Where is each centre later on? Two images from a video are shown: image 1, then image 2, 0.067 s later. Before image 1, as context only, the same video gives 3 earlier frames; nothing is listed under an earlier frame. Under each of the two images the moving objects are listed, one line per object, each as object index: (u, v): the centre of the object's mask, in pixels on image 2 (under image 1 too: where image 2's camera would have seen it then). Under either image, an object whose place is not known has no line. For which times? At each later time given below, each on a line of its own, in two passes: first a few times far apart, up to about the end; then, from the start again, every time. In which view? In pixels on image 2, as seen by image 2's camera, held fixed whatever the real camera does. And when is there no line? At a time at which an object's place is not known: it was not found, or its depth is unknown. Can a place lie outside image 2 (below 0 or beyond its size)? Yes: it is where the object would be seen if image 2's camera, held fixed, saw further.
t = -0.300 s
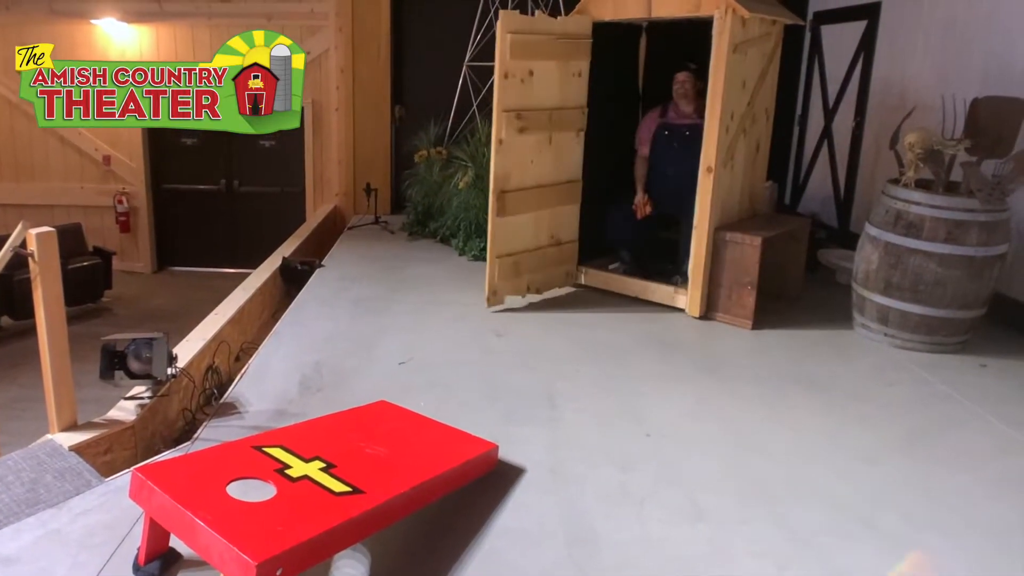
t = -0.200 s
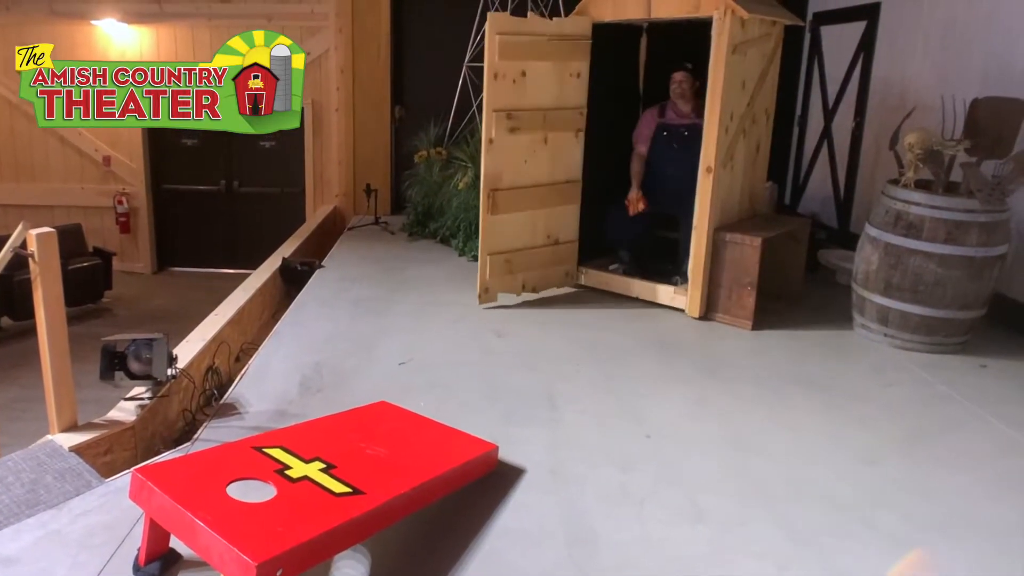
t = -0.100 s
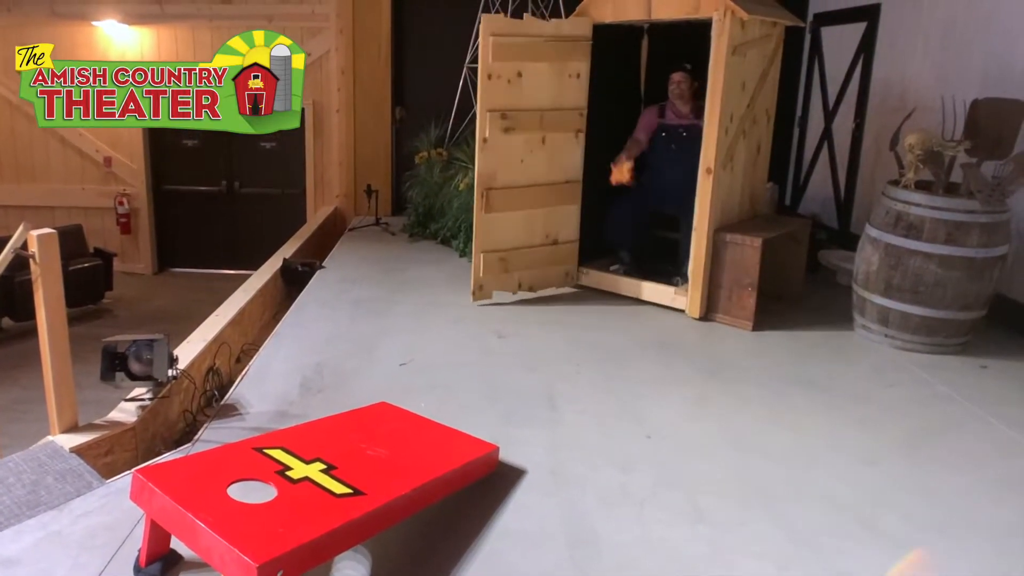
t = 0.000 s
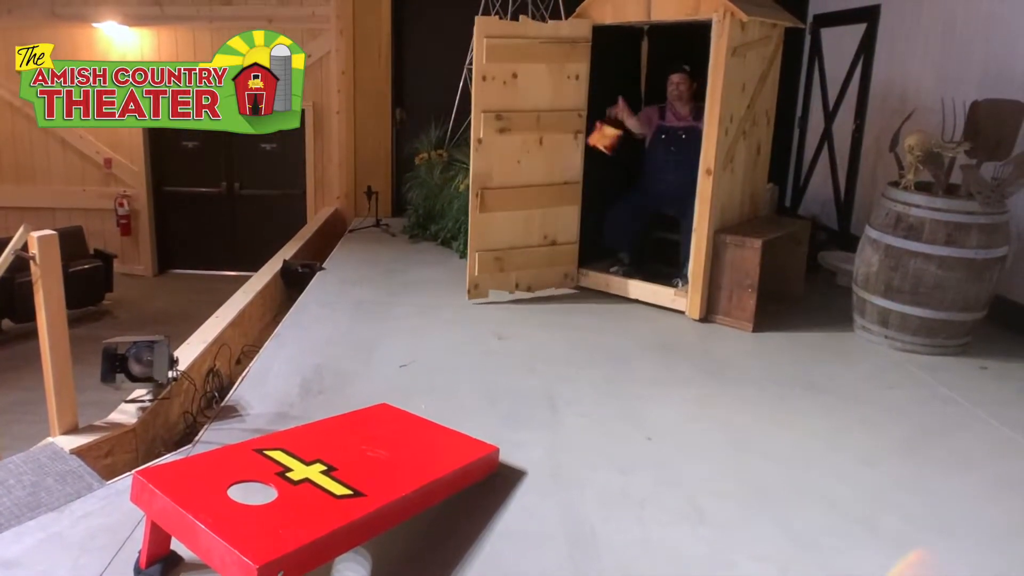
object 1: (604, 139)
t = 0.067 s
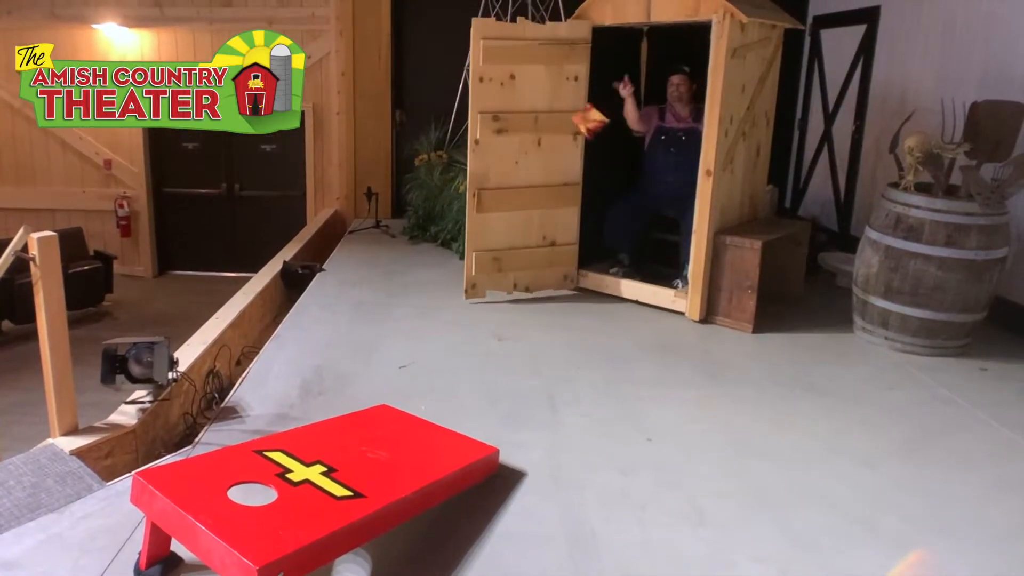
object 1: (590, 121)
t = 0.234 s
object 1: (541, 105)
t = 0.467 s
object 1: (441, 197)
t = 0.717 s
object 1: (299, 479)
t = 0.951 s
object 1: (274, 501)
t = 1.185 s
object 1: (278, 498)
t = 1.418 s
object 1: (269, 495)
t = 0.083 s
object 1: (586, 117)
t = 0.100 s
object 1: (582, 114)
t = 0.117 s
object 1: (578, 111)
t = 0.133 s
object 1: (573, 109)
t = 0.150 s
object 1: (567, 107)
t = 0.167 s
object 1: (562, 105)
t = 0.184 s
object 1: (557, 104)
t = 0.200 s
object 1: (552, 104)
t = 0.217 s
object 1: (547, 104)
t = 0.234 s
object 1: (541, 105)
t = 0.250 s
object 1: (536, 107)
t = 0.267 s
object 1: (530, 109)
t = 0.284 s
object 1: (524, 111)
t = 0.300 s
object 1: (517, 115)
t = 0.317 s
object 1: (510, 119)
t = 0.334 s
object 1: (504, 124)
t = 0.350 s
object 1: (496, 130)
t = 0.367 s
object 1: (490, 137)
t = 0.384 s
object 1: (483, 145)
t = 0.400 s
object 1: (474, 155)
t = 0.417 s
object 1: (466, 163)
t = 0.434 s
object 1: (458, 174)
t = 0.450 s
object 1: (450, 185)
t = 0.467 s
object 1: (441, 197)
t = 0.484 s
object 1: (432, 211)
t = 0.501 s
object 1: (423, 224)
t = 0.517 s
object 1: (414, 239)
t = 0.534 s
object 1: (404, 256)
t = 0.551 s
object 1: (395, 273)
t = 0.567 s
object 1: (385, 292)
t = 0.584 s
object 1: (375, 311)
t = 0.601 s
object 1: (364, 334)
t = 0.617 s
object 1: (354, 358)
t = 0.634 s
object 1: (343, 382)
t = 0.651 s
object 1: (329, 410)
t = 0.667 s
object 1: (317, 436)
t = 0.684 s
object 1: (307, 460)
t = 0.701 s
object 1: (301, 474)
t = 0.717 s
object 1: (299, 479)
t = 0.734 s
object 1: (294, 482)
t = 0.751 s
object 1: (291, 483)
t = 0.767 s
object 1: (293, 486)
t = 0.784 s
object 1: (289, 488)
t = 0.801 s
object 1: (286, 491)
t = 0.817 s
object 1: (283, 493)
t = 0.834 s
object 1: (280, 495)
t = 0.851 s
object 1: (279, 497)
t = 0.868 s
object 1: (279, 498)
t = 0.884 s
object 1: (278, 499)
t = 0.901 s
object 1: (275, 500)
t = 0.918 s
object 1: (274, 501)
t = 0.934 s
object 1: (274, 501)
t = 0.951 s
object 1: (274, 501)
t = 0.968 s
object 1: (275, 501)
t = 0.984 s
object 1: (274, 501)
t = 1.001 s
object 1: (276, 501)
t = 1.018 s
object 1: (276, 501)
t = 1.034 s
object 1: (276, 501)
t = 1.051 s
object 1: (277, 501)
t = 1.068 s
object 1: (278, 501)
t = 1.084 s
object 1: (278, 500)
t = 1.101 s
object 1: (279, 500)
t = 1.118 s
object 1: (278, 500)
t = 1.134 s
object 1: (278, 499)
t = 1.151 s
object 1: (277, 498)
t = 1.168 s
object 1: (277, 498)
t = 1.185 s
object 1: (278, 498)
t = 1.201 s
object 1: (278, 498)
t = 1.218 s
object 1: (278, 497)
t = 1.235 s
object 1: (278, 497)
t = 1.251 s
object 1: (277, 496)
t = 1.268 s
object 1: (276, 496)
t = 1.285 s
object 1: (276, 496)
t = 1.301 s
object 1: (275, 496)
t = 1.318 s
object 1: (274, 495)
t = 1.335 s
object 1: (273, 495)
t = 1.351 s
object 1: (272, 495)
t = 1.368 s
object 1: (273, 493)
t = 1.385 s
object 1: (273, 492)
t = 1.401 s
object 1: (270, 493)
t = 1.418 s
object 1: (269, 495)
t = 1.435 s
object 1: (265, 498)
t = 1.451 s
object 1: (262, 501)
